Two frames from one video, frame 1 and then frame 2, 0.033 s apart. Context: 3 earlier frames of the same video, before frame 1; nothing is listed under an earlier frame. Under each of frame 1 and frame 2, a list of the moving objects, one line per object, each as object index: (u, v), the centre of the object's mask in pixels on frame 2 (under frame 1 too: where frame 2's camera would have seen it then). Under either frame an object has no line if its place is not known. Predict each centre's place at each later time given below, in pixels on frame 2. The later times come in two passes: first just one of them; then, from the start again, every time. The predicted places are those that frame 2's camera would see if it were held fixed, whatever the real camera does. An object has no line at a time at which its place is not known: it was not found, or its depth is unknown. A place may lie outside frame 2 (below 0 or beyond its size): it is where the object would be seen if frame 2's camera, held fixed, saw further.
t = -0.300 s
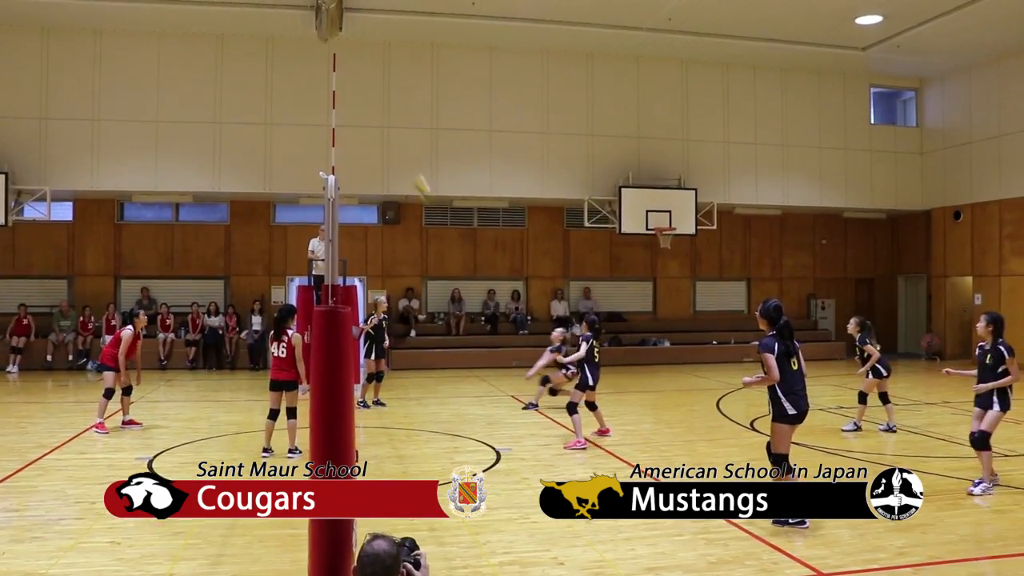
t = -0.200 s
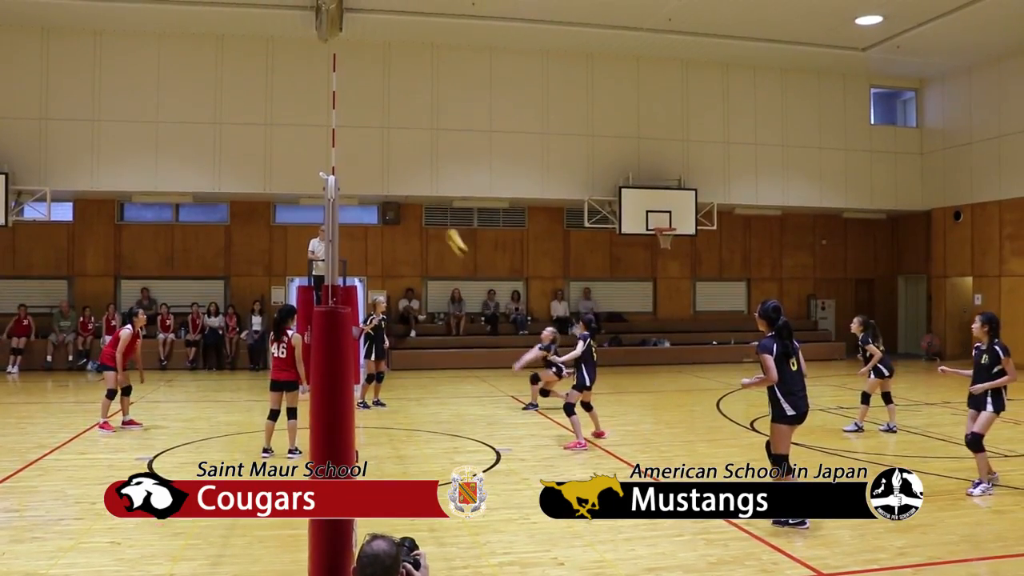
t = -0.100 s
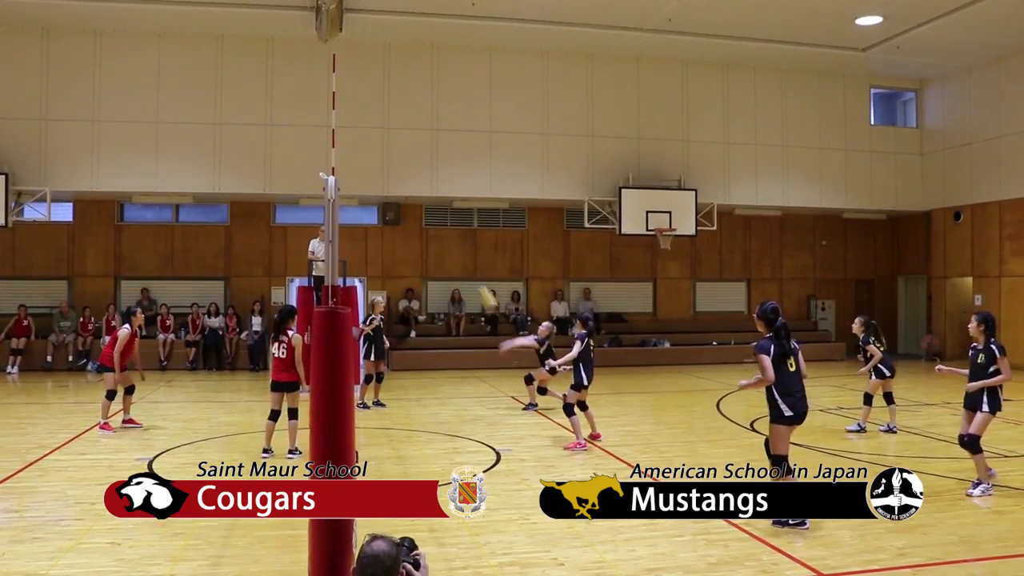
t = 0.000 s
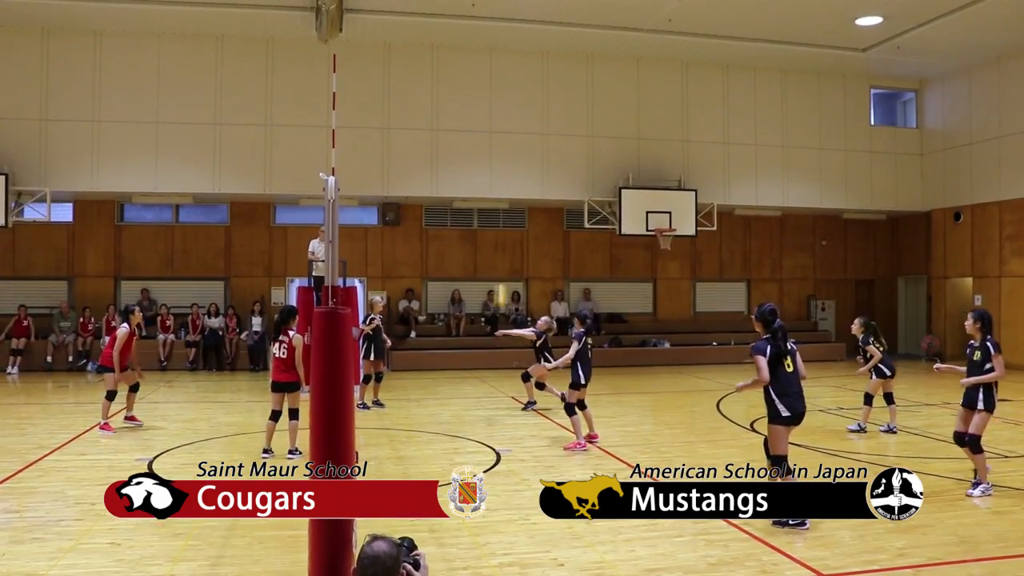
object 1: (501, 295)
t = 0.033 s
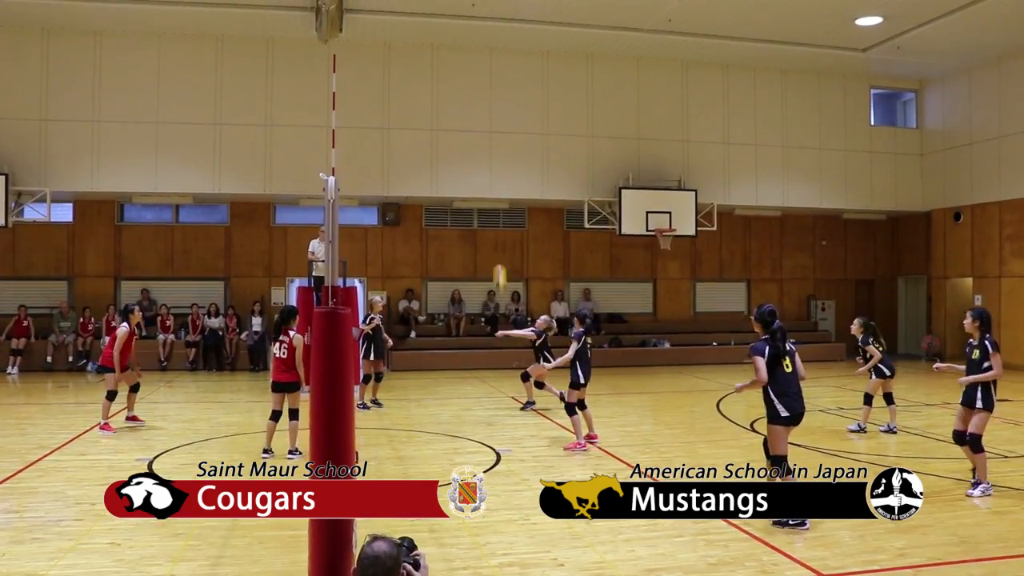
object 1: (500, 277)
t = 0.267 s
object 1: (492, 160)
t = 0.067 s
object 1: (499, 260)
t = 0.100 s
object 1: (498, 242)
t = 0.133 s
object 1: (496, 224)
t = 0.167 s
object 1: (496, 207)
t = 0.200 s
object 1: (494, 191)
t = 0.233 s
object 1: (493, 175)
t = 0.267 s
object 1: (492, 160)
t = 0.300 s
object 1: (491, 146)
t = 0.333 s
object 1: (491, 135)
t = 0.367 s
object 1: (490, 123)
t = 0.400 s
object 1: (490, 111)
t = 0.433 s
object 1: (490, 100)
